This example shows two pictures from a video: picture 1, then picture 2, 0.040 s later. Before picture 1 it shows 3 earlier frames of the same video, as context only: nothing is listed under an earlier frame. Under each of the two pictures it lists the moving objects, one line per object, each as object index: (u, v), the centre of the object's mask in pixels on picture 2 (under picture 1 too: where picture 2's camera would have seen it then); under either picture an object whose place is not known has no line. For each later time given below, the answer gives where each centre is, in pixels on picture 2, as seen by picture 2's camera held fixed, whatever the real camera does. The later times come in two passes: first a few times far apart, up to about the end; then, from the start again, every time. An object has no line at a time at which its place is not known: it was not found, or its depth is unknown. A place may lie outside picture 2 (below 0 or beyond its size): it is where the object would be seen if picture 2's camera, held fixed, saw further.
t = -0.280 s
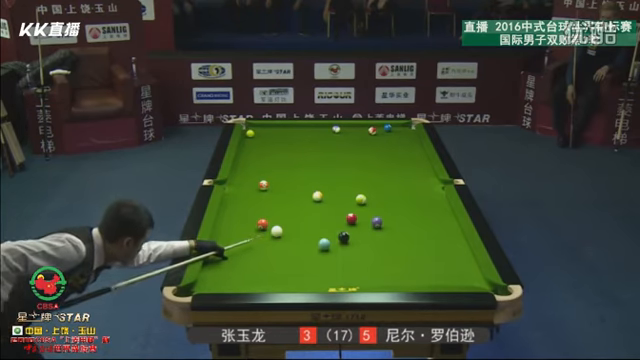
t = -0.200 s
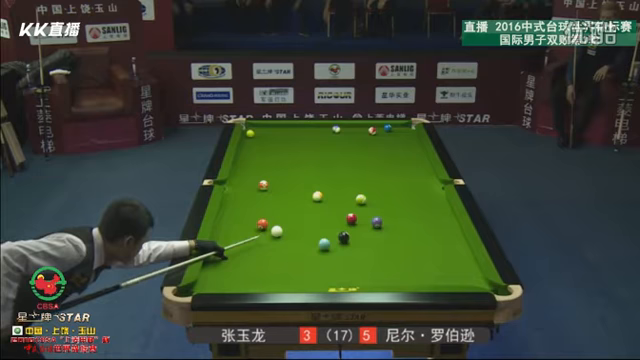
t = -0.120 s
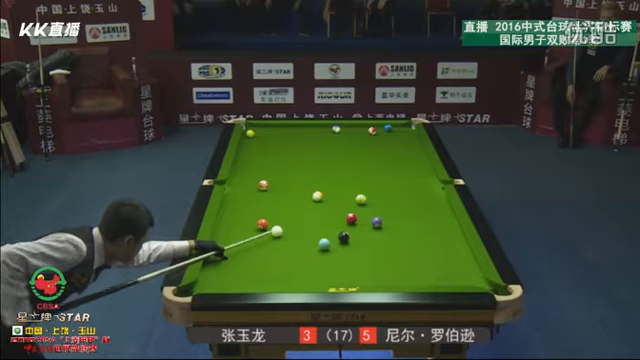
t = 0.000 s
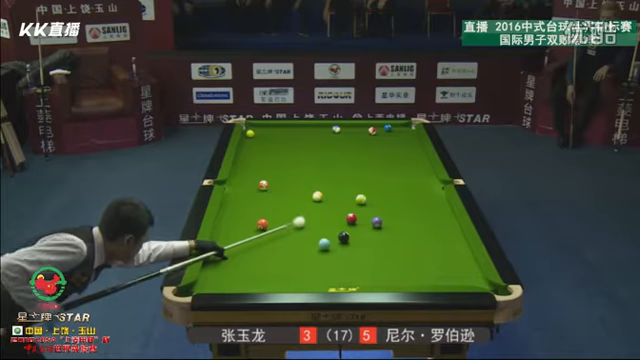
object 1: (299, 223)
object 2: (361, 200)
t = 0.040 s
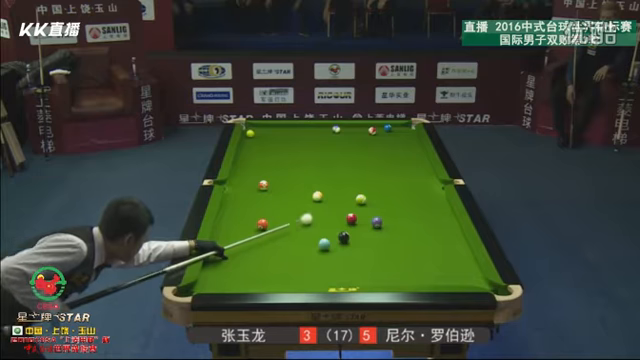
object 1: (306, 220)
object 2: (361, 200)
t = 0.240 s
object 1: (340, 205)
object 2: (361, 200)
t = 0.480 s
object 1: (350, 195)
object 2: (387, 195)
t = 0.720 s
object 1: (353, 187)
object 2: (414, 190)
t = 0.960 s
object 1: (354, 180)
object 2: (438, 185)
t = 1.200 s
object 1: (357, 174)
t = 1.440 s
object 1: (359, 168)
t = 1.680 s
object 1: (361, 162)
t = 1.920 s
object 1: (362, 157)
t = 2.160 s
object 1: (364, 153)
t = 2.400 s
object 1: (366, 149)
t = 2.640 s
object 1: (367, 145)
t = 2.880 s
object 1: (368, 141)
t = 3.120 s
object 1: (369, 138)
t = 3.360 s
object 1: (370, 135)
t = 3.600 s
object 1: (372, 133)
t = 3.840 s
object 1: (372, 133)
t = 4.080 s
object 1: (372, 133)
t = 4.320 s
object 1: (372, 132)
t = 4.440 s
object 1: (372, 132)
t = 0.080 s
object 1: (313, 216)
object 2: (361, 200)
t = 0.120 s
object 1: (320, 213)
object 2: (361, 200)
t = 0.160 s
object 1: (327, 210)
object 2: (361, 200)
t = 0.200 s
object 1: (334, 207)
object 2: (361, 200)
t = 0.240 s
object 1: (340, 205)
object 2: (361, 200)
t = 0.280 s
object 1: (347, 202)
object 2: (361, 200)
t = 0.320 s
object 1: (351, 200)
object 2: (363, 199)
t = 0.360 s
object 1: (350, 199)
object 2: (370, 198)
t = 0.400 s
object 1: (350, 198)
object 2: (376, 197)
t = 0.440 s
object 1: (350, 197)
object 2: (382, 196)
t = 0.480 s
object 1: (350, 195)
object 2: (387, 195)
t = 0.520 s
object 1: (350, 194)
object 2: (391, 194)
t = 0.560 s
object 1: (351, 193)
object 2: (396, 193)
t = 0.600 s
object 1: (351, 191)
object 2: (401, 192)
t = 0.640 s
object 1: (352, 190)
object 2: (405, 191)
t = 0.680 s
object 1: (352, 188)
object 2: (410, 190)
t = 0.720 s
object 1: (353, 187)
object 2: (414, 190)
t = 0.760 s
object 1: (353, 186)
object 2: (418, 189)
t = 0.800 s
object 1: (353, 185)
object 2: (423, 188)
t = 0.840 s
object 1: (354, 184)
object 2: (427, 187)
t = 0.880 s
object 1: (354, 183)
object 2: (430, 186)
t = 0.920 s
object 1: (355, 181)
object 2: (435, 185)
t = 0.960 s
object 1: (354, 180)
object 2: (438, 185)
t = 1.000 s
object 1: (355, 179)
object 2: (442, 184)
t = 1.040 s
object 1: (355, 178)
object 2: (445, 185)
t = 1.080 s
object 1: (356, 177)
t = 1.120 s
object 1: (356, 176)
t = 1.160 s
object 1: (357, 175)
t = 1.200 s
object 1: (357, 174)
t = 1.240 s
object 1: (357, 173)
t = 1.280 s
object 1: (357, 172)
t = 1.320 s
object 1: (358, 171)
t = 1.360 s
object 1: (358, 170)
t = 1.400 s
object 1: (359, 169)
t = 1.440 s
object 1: (359, 168)
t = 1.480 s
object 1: (359, 167)
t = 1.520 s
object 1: (359, 166)
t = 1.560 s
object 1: (360, 165)
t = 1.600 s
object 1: (360, 164)
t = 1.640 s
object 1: (360, 163)
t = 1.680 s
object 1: (361, 162)
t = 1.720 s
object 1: (361, 162)
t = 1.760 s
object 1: (361, 160)
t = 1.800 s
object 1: (362, 160)
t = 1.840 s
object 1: (362, 159)
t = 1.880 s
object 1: (362, 158)
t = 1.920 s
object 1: (362, 157)
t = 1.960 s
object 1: (363, 156)
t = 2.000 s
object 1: (363, 156)
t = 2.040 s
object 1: (363, 155)
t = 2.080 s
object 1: (364, 154)
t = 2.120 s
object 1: (364, 153)
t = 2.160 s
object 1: (364, 153)
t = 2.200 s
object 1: (364, 152)
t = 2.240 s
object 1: (365, 151)
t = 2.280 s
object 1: (365, 151)
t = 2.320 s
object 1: (365, 150)
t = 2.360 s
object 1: (365, 149)
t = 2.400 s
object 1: (366, 149)
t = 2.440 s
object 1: (366, 148)
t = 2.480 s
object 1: (366, 147)
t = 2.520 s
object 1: (366, 147)
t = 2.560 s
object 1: (366, 146)
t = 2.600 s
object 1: (367, 145)
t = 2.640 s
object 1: (367, 145)
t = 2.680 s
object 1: (367, 144)
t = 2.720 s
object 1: (367, 143)
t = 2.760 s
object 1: (368, 143)
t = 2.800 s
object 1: (368, 143)
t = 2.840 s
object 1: (368, 142)
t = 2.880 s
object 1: (368, 141)
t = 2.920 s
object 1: (368, 141)
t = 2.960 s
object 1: (369, 140)
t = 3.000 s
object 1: (369, 140)
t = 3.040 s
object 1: (369, 139)
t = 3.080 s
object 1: (369, 139)
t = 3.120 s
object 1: (369, 138)
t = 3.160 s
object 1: (370, 138)
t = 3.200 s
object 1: (370, 137)
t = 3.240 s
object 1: (370, 137)
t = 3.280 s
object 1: (370, 136)
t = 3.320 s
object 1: (370, 136)
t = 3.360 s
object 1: (370, 135)
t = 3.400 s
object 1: (370, 135)
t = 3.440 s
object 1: (371, 135)
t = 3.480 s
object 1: (371, 134)
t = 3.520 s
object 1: (371, 134)
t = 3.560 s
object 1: (371, 133)
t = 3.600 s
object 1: (372, 133)
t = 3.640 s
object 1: (371, 133)
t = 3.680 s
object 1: (372, 133)
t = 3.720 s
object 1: (372, 133)
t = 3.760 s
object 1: (372, 133)
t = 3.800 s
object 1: (372, 133)
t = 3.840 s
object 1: (372, 133)
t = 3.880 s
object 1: (372, 133)
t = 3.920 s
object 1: (372, 133)
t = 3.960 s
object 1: (372, 133)
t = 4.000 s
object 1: (372, 133)
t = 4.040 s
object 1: (372, 133)
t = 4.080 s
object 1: (372, 133)
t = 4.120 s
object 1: (372, 133)
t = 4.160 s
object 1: (372, 132)
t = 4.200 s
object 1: (372, 132)
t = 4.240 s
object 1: (372, 132)
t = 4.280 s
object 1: (372, 132)
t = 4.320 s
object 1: (372, 132)
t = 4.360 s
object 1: (372, 132)
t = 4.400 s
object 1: (372, 132)
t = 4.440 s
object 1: (372, 132)
